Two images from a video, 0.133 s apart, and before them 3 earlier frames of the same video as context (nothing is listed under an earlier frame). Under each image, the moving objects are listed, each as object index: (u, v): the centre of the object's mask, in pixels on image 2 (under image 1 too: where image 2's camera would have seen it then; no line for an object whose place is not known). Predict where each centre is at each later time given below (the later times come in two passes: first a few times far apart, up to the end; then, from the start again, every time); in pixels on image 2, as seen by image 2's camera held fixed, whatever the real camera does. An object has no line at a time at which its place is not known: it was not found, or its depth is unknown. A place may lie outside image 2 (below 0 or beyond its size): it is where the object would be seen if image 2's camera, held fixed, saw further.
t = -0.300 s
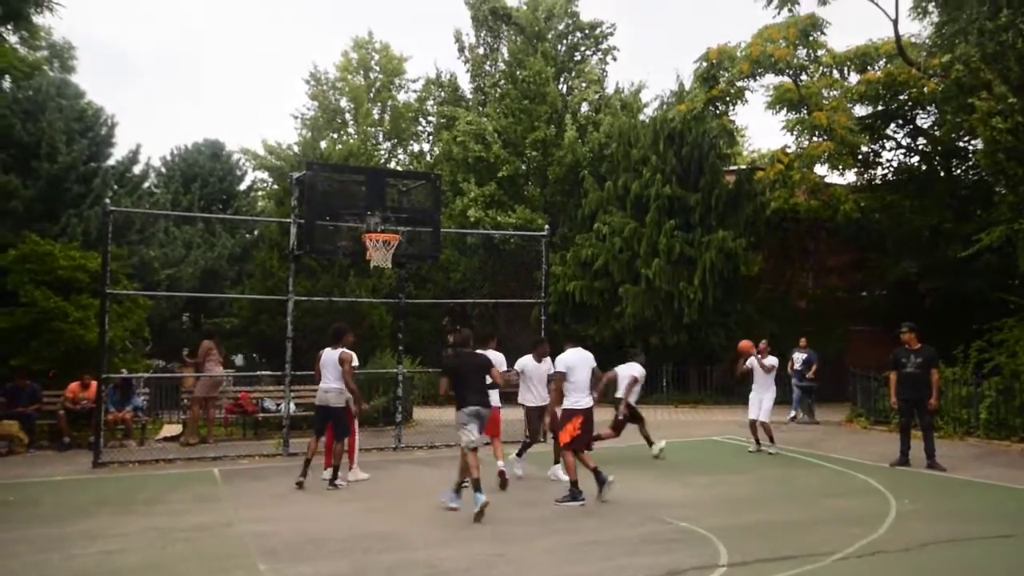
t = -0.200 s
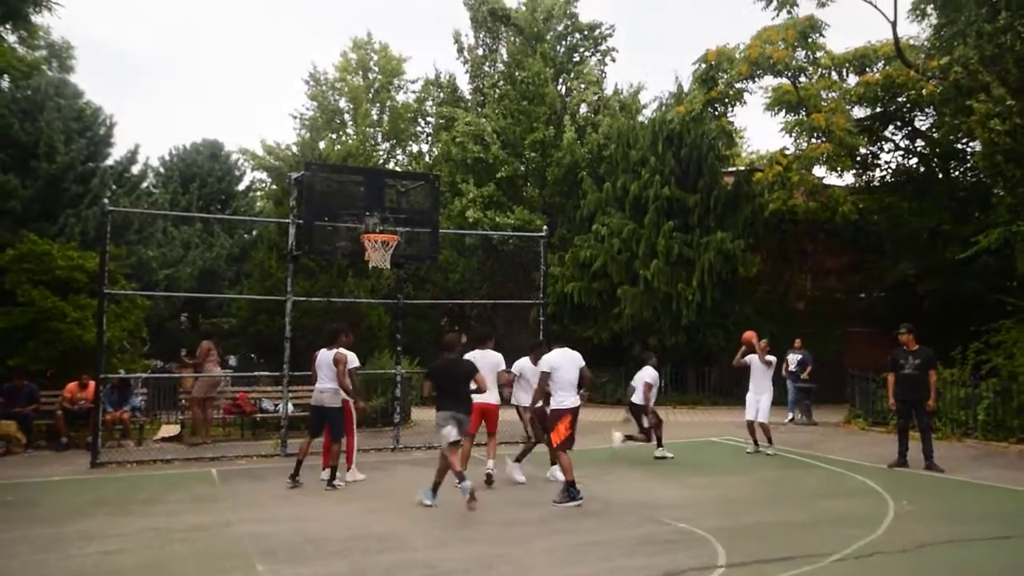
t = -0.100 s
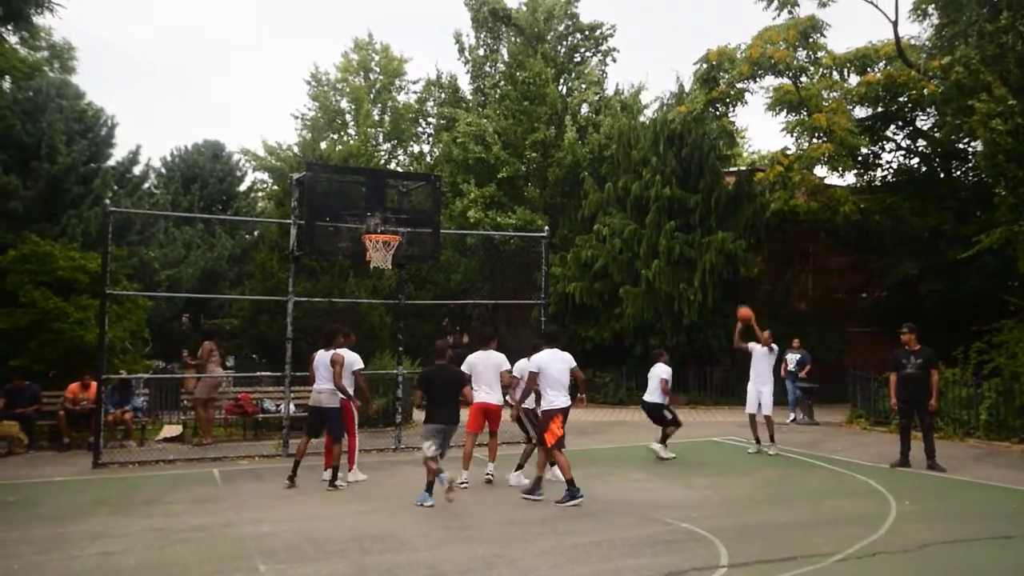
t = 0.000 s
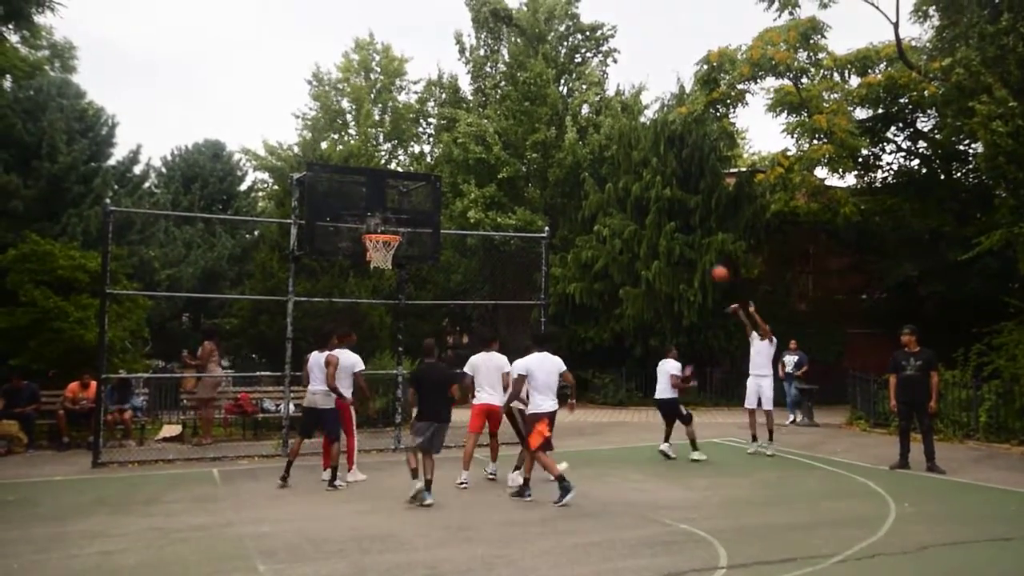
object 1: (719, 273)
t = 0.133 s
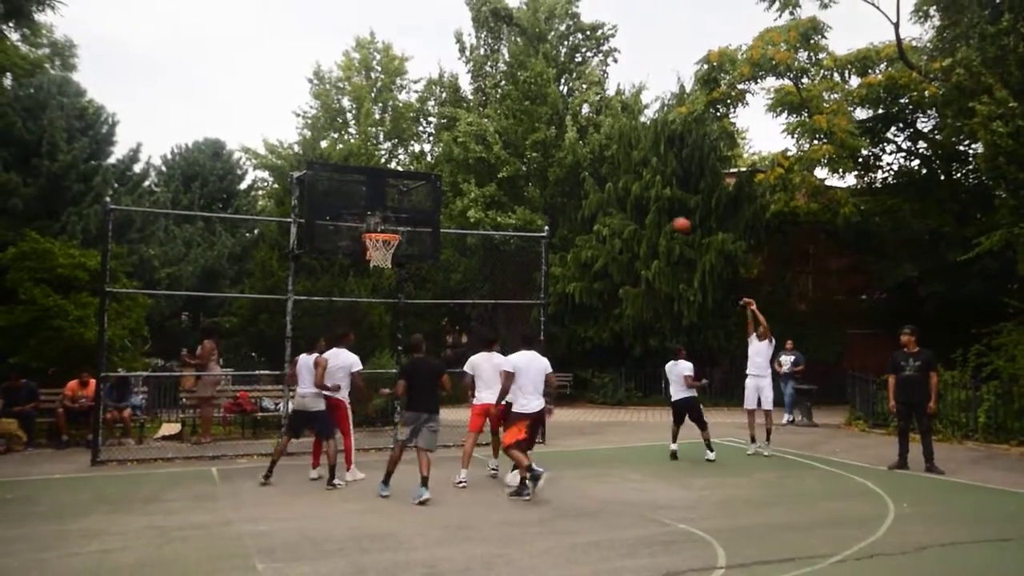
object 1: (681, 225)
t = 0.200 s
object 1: (662, 204)
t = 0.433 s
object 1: (595, 154)
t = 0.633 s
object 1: (534, 139)
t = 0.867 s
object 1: (459, 158)
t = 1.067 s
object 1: (392, 205)
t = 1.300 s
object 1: (425, 213)
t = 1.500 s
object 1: (498, 219)
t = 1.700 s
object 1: (570, 255)
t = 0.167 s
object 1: (672, 214)
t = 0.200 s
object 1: (662, 204)
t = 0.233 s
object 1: (653, 195)
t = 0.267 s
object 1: (643, 185)
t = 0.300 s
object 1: (633, 179)
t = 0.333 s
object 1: (624, 172)
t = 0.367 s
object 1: (614, 164)
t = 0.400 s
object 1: (604, 159)
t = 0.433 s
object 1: (595, 154)
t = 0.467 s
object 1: (584, 150)
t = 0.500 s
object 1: (576, 147)
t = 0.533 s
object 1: (565, 144)
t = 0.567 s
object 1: (555, 141)
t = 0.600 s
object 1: (545, 140)
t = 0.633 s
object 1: (534, 139)
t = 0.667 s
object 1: (524, 140)
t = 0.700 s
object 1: (513, 141)
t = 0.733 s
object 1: (503, 142)
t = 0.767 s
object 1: (493, 144)
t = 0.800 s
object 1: (481, 147)
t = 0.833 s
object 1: (471, 152)
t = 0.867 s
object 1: (459, 158)
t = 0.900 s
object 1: (449, 163)
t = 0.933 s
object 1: (436, 169)
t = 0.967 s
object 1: (426, 177)
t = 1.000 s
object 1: (414, 186)
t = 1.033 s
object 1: (402, 195)
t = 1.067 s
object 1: (392, 205)
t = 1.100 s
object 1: (381, 217)
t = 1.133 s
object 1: (371, 226)
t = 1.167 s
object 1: (376, 225)
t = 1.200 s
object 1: (388, 221)
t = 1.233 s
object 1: (400, 218)
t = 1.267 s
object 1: (412, 215)
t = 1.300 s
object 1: (425, 213)
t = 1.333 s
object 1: (438, 212)
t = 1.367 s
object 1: (451, 212)
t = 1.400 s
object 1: (463, 212)
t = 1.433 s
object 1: (474, 213)
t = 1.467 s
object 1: (487, 216)
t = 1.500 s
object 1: (498, 219)
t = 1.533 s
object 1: (511, 223)
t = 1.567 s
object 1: (523, 228)
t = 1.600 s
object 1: (534, 234)
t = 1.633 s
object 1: (546, 241)
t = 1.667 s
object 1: (557, 248)
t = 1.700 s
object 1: (570, 255)
